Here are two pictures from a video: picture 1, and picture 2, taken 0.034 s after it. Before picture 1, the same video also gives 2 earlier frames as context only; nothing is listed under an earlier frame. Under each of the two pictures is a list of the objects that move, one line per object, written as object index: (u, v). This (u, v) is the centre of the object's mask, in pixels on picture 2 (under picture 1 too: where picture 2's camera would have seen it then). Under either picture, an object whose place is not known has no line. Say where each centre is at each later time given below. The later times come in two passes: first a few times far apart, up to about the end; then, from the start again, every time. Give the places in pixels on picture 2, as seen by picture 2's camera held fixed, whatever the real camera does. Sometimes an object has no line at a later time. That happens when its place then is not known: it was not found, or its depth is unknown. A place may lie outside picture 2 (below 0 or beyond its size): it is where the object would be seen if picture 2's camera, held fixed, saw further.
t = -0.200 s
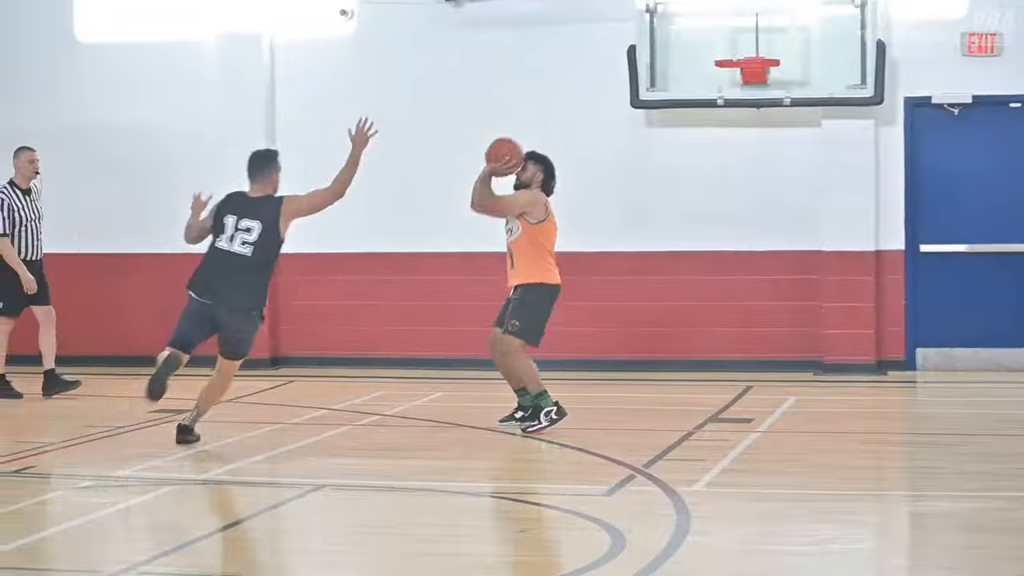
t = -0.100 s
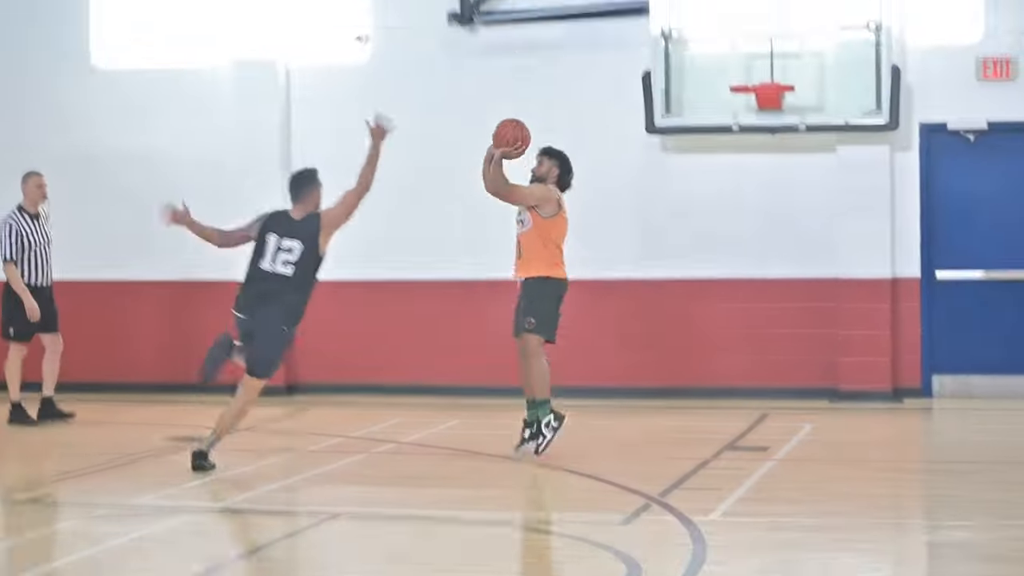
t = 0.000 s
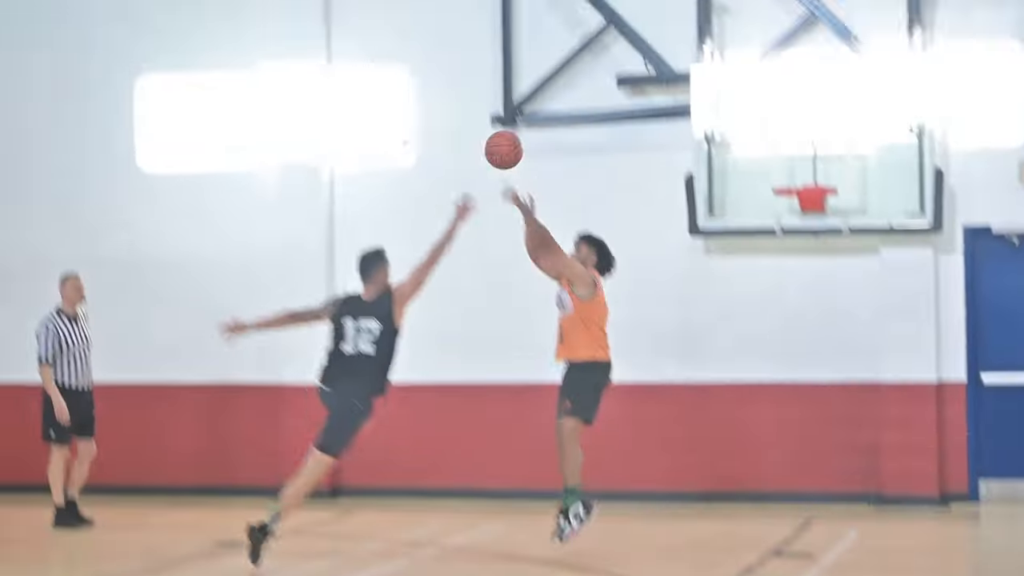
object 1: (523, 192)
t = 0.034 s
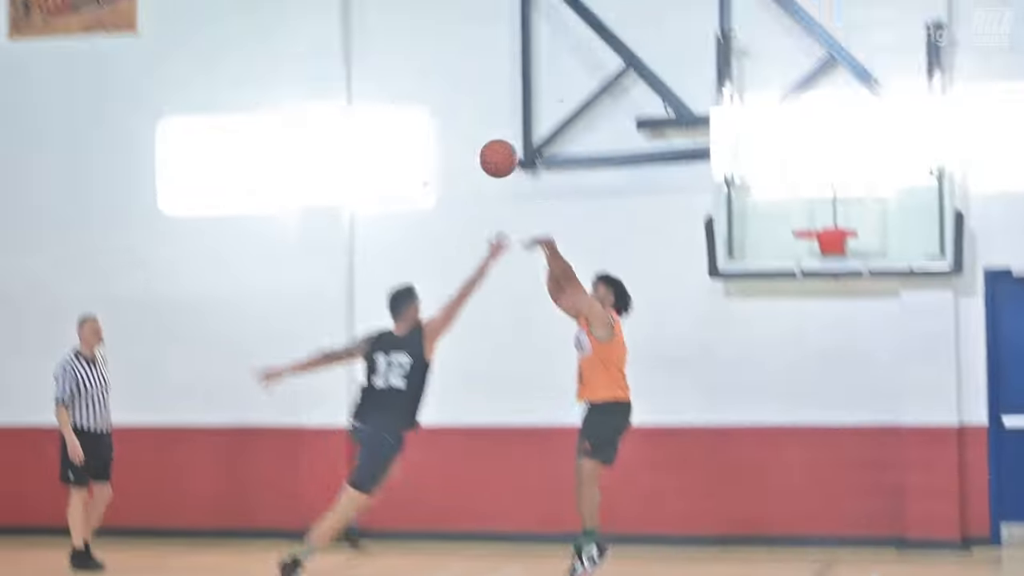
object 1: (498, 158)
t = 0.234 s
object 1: (344, -18)
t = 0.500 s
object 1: (119, -169)
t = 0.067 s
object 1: (473, 126)
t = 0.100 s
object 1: (448, 94)
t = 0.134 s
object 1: (422, 64)
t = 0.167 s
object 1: (396, 35)
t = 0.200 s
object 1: (370, 8)
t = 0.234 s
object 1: (344, -18)
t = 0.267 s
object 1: (317, -42)
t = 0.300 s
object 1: (289, -65)
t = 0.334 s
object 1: (262, -86)
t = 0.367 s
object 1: (233, -105)
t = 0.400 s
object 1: (206, -124)
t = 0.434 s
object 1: (177, -141)
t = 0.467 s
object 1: (148, -155)
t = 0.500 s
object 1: (119, -169)
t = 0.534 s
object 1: (90, -179)
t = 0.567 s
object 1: (60, -187)
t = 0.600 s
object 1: (30, -194)
